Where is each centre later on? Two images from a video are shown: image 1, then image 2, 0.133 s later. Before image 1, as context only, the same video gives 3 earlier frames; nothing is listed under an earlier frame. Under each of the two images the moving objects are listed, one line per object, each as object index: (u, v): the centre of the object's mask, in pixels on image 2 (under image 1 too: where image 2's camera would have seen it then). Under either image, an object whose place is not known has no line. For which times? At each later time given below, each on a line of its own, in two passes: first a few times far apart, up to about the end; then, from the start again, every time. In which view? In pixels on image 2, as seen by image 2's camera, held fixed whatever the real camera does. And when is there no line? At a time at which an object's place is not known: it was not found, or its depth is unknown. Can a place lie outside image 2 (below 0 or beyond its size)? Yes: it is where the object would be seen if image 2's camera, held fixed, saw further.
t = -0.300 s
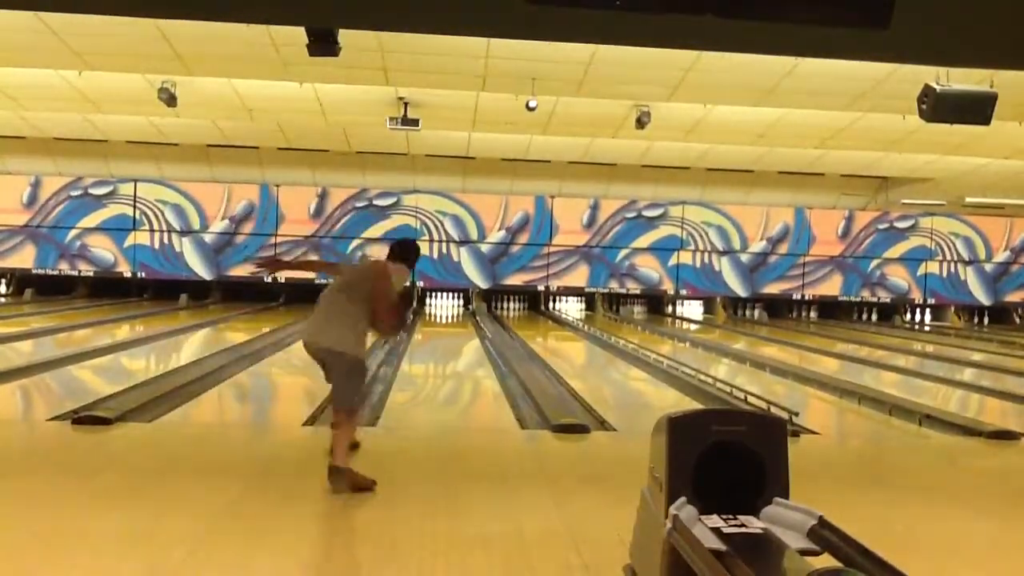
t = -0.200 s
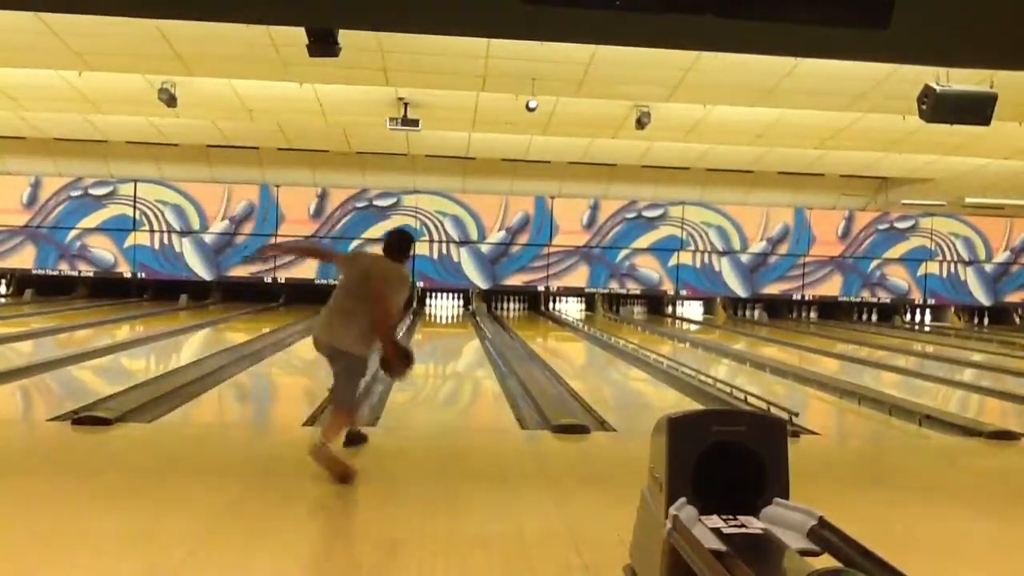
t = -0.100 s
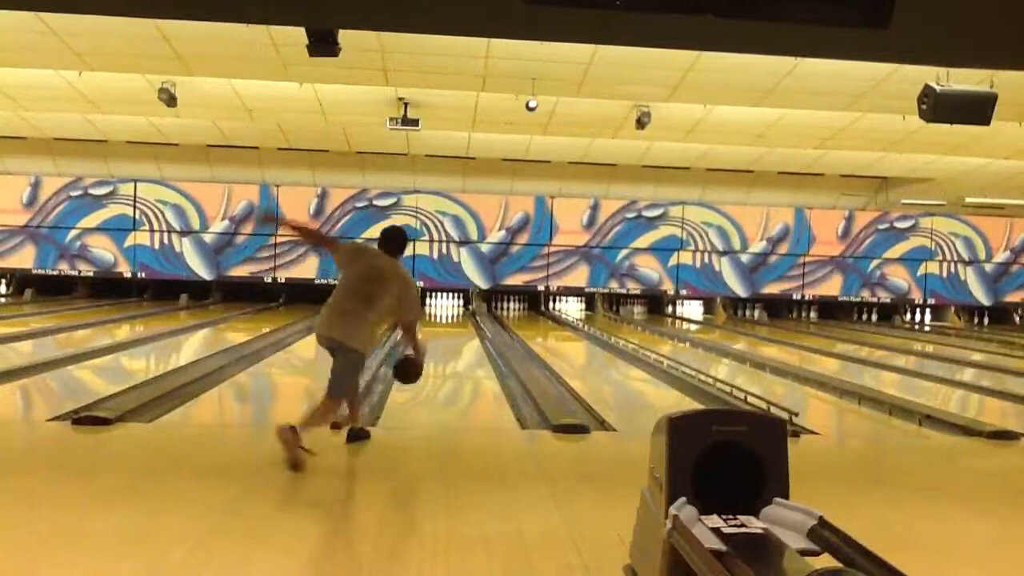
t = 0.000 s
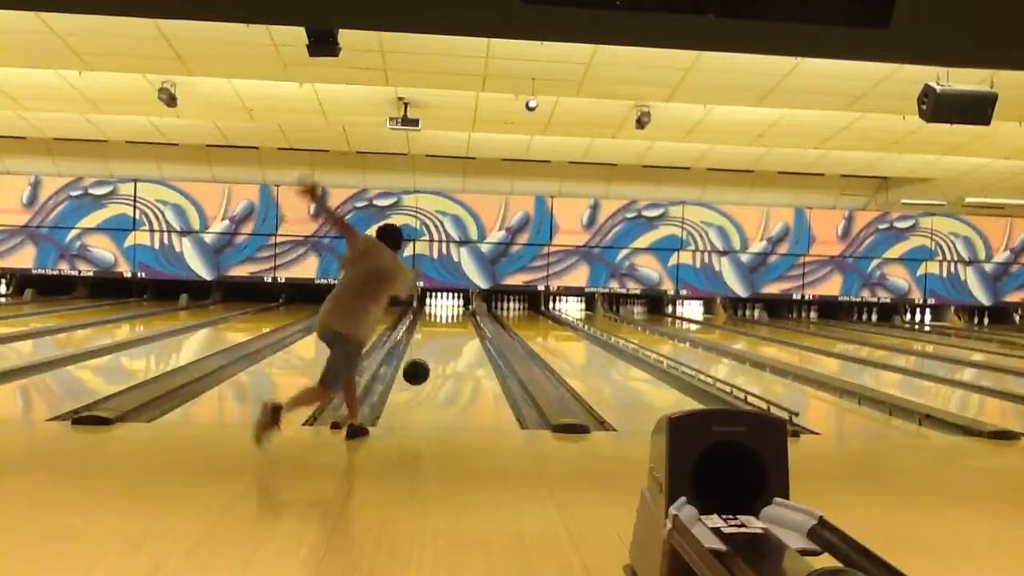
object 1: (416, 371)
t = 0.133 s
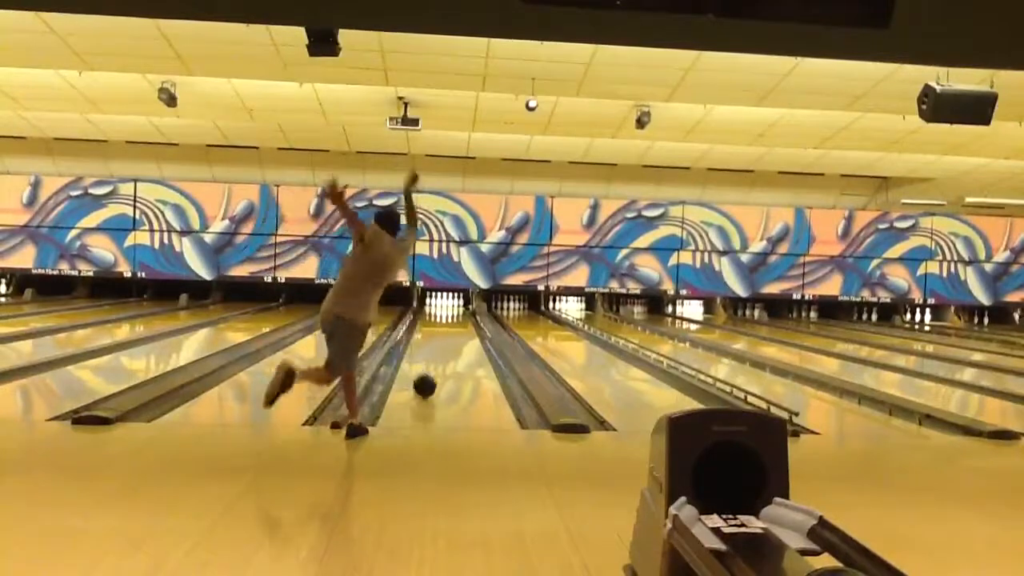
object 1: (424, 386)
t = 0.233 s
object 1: (430, 375)
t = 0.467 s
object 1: (439, 357)
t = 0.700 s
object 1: (444, 344)
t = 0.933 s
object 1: (448, 334)
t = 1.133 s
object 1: (450, 329)
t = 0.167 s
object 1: (426, 381)
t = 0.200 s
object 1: (428, 378)
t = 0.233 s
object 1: (430, 375)
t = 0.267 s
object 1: (431, 372)
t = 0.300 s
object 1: (433, 369)
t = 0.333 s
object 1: (434, 367)
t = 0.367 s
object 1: (435, 364)
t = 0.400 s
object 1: (437, 361)
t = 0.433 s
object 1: (437, 359)
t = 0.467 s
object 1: (439, 357)
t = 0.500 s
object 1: (440, 355)
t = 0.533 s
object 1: (440, 353)
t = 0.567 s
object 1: (441, 351)
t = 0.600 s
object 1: (442, 349)
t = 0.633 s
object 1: (443, 347)
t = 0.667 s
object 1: (444, 345)
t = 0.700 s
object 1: (444, 344)
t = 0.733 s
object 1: (445, 343)
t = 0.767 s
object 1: (445, 341)
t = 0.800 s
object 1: (446, 340)
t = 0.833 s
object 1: (446, 338)
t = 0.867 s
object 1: (447, 337)
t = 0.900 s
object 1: (447, 336)
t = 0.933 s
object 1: (448, 334)
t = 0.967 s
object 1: (448, 333)
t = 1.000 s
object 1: (449, 332)
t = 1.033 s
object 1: (449, 331)
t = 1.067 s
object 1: (449, 331)
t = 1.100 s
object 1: (450, 330)
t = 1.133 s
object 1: (450, 329)
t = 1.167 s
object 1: (450, 328)
